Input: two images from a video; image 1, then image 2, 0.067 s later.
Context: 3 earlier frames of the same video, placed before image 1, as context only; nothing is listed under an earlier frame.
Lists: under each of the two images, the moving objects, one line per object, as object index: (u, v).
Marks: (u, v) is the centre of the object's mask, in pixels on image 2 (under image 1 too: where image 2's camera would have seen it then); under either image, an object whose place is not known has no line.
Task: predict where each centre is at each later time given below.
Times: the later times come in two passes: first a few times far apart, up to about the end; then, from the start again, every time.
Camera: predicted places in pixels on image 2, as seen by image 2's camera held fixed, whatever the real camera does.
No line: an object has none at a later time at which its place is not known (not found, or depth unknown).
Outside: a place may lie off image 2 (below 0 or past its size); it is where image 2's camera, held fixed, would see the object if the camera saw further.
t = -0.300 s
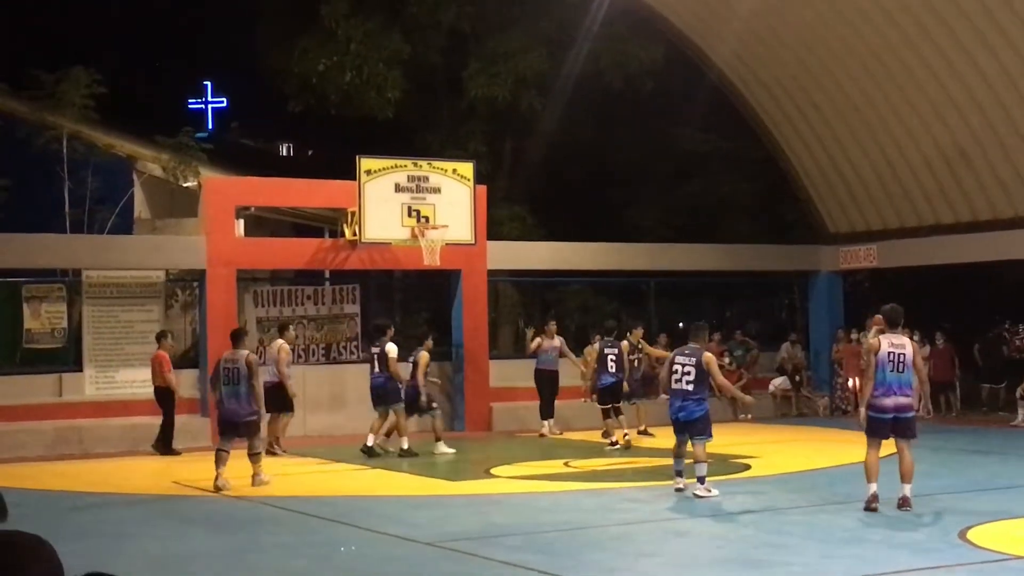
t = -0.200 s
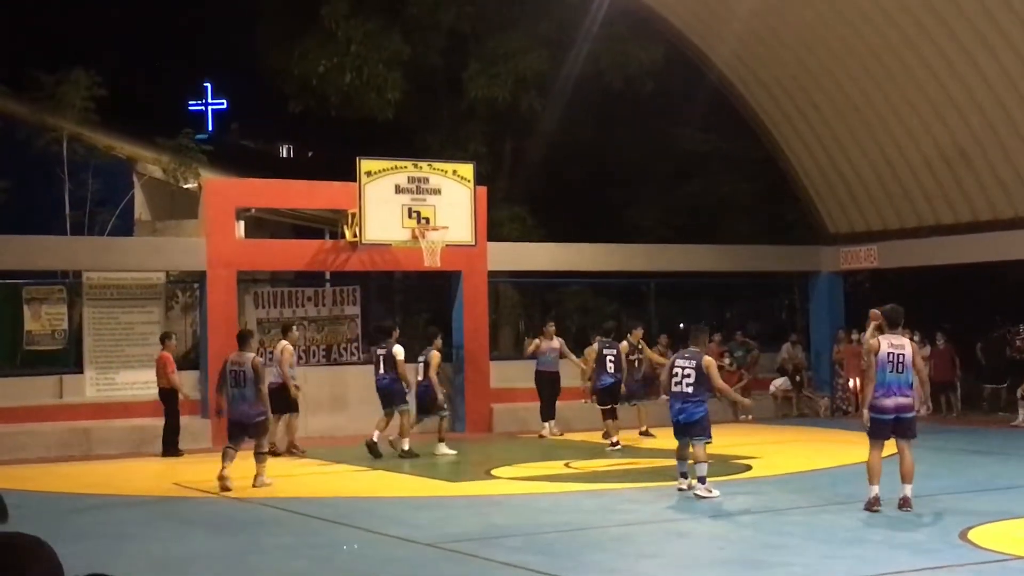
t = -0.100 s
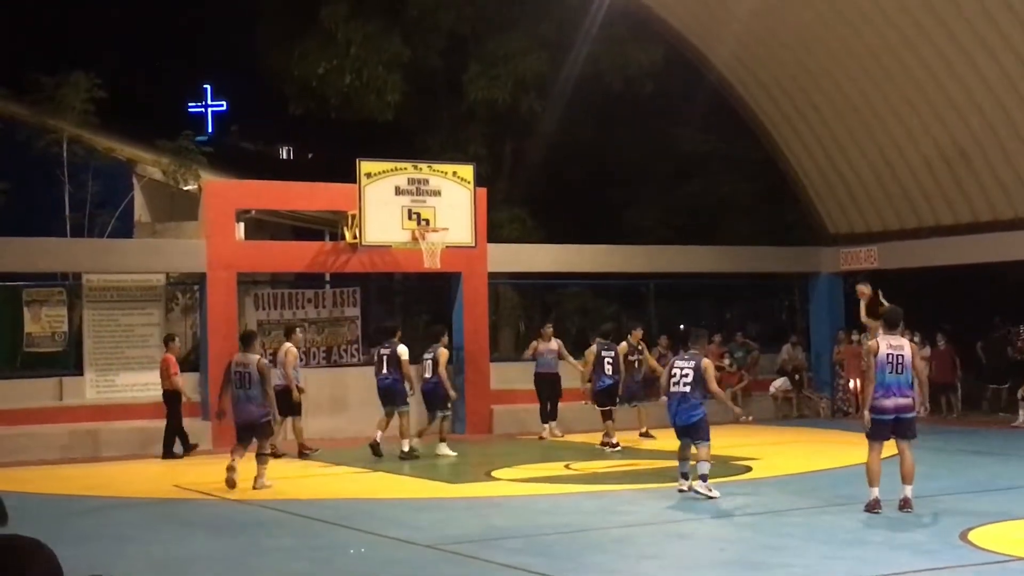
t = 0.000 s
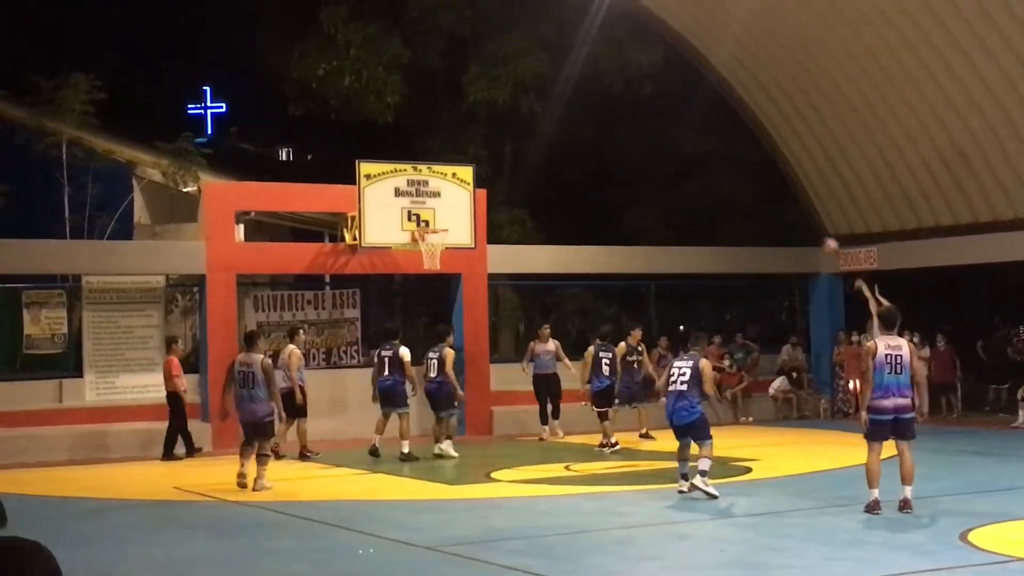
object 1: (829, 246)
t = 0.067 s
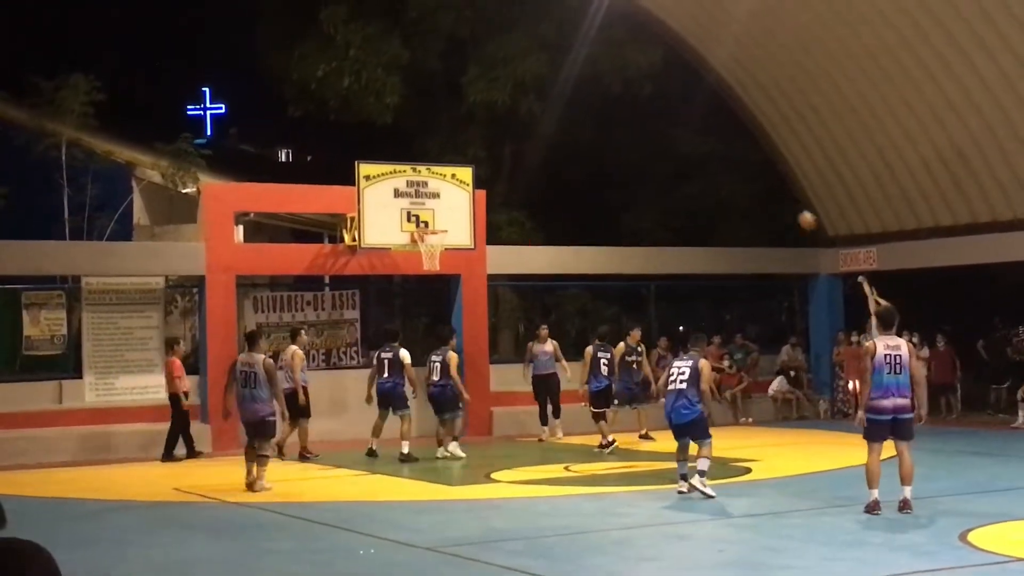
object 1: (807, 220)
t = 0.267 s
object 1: (739, 157)
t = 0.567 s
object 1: (639, 113)
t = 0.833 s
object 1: (552, 125)
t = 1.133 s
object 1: (455, 200)
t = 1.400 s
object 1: (413, 259)
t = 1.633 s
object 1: (406, 307)
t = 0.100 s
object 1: (795, 208)
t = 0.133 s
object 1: (784, 196)
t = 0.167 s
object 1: (772, 185)
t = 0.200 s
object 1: (761, 176)
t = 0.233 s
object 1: (750, 166)
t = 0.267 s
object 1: (739, 157)
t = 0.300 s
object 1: (728, 149)
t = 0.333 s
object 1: (716, 142)
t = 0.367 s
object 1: (705, 135)
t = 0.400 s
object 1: (694, 130)
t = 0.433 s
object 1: (684, 125)
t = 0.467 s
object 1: (672, 121)
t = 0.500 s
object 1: (661, 118)
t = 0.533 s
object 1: (650, 115)
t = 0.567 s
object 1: (639, 113)
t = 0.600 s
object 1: (628, 112)
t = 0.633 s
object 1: (618, 111)
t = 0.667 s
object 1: (606, 112)
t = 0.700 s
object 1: (596, 113)
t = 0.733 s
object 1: (585, 115)
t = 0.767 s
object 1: (574, 118)
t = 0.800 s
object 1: (563, 121)
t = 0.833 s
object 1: (552, 125)
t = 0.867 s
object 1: (541, 131)
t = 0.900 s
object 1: (531, 137)
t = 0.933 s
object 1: (520, 143)
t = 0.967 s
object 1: (509, 150)
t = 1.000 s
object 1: (499, 158)
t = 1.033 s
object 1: (488, 167)
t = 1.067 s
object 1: (479, 175)
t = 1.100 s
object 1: (467, 189)
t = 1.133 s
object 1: (455, 200)
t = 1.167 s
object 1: (445, 211)
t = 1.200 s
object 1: (433, 224)
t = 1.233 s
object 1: (421, 238)
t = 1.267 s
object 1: (416, 248)
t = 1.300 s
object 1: (414, 249)
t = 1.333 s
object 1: (414, 253)
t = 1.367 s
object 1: (413, 255)
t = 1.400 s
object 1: (413, 259)
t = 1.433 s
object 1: (411, 263)
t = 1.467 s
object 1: (411, 268)
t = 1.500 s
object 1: (411, 274)
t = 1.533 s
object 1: (409, 282)
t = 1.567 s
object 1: (408, 289)
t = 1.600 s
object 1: (407, 297)
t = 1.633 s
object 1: (406, 307)
